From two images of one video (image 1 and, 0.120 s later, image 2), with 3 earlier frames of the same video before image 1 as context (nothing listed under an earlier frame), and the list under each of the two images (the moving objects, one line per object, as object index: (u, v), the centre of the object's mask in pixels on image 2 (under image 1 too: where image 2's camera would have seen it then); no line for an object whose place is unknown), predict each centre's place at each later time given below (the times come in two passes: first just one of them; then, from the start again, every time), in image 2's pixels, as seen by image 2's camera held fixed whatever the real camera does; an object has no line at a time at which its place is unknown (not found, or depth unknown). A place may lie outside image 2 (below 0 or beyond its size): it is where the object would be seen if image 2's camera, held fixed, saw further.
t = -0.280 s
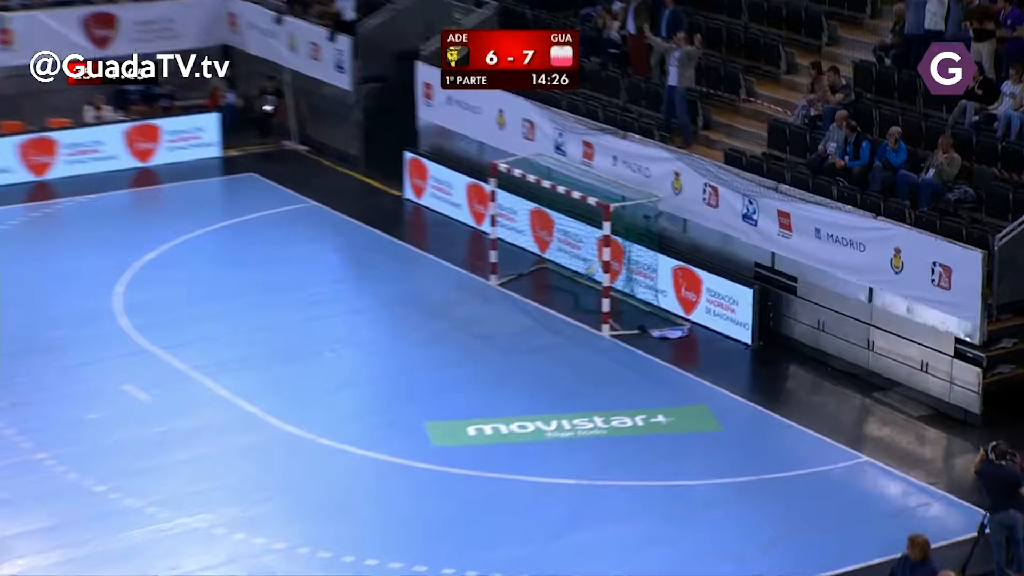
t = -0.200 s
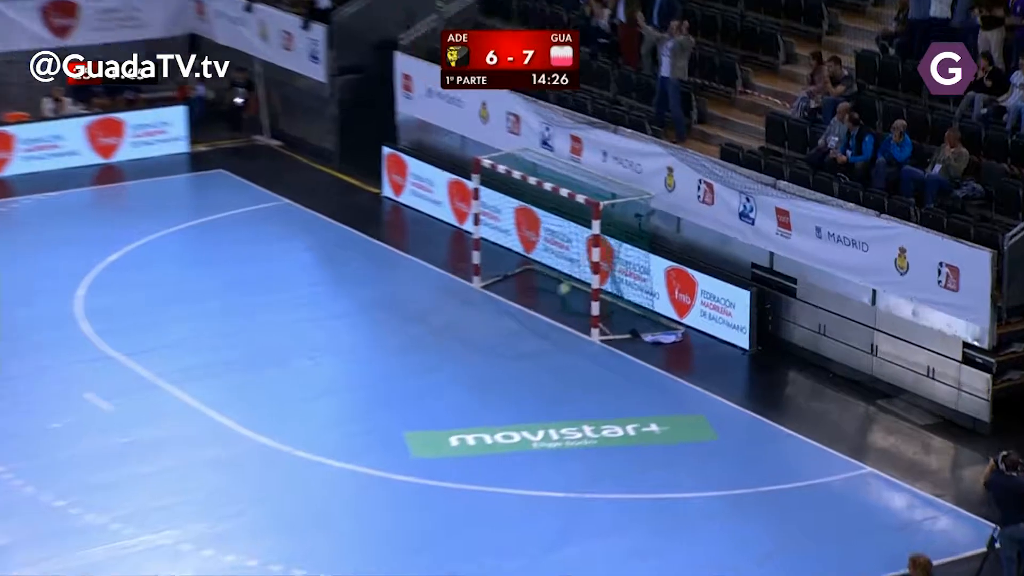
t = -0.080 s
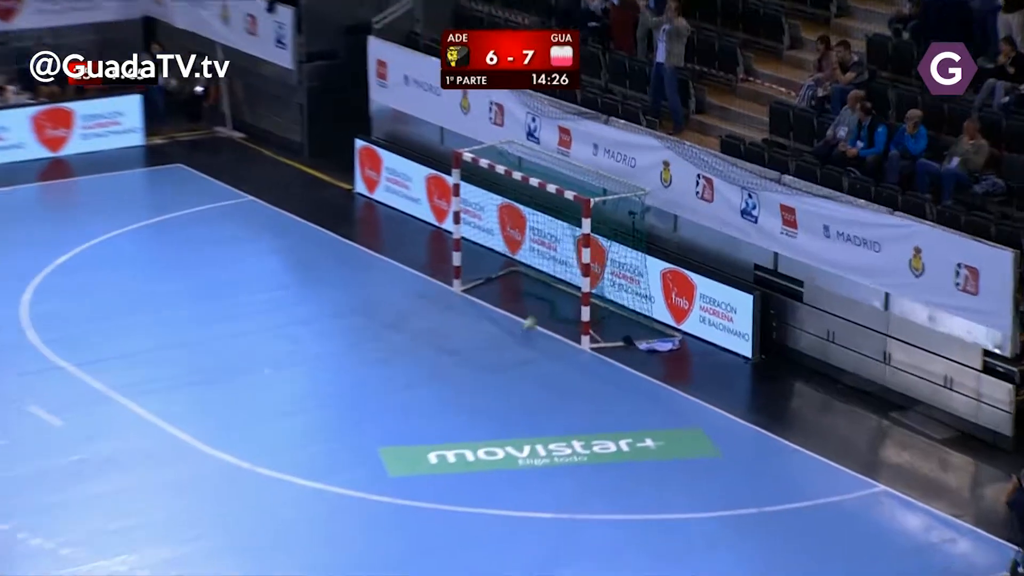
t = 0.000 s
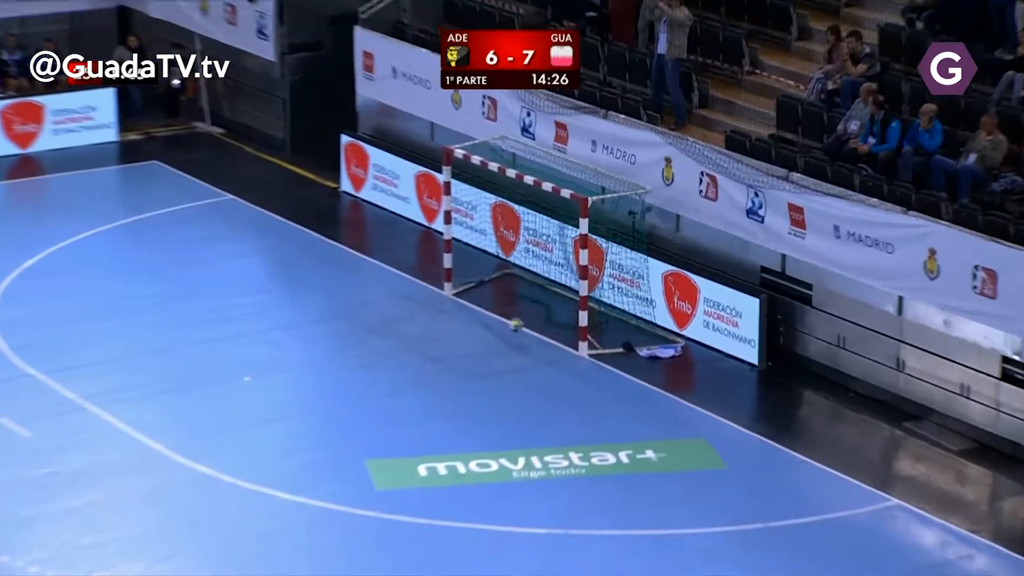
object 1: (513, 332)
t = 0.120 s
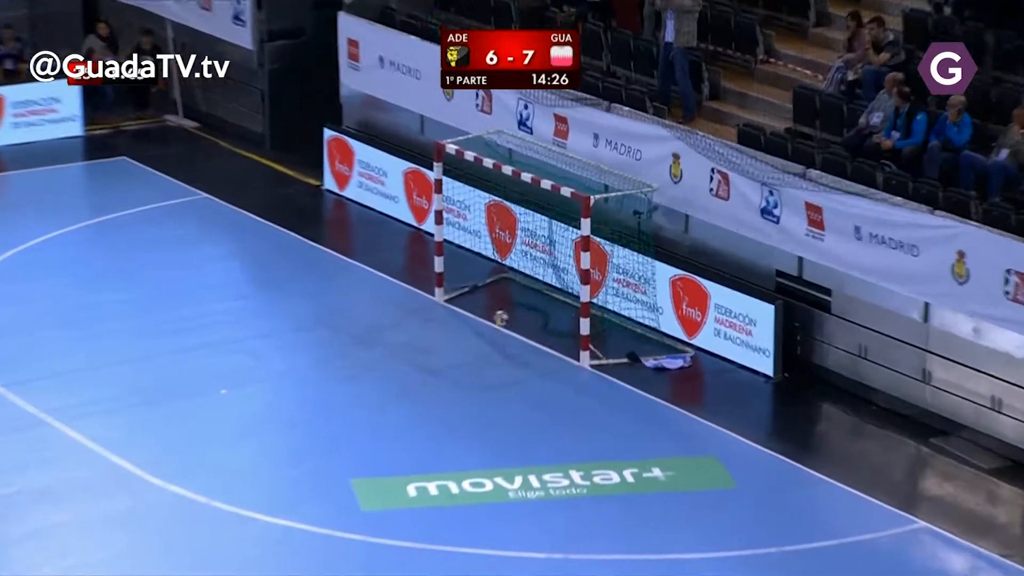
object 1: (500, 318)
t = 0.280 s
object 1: (487, 314)
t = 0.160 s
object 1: (497, 316)
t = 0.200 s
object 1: (494, 314)
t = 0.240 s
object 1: (490, 314)
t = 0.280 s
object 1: (487, 314)
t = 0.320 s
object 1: (483, 317)
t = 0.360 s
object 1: (479, 320)
